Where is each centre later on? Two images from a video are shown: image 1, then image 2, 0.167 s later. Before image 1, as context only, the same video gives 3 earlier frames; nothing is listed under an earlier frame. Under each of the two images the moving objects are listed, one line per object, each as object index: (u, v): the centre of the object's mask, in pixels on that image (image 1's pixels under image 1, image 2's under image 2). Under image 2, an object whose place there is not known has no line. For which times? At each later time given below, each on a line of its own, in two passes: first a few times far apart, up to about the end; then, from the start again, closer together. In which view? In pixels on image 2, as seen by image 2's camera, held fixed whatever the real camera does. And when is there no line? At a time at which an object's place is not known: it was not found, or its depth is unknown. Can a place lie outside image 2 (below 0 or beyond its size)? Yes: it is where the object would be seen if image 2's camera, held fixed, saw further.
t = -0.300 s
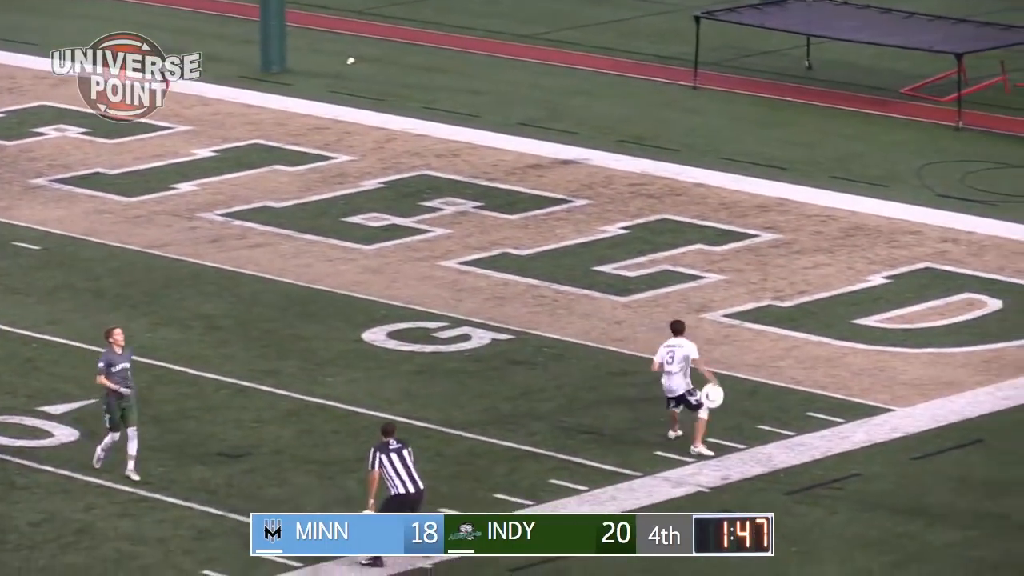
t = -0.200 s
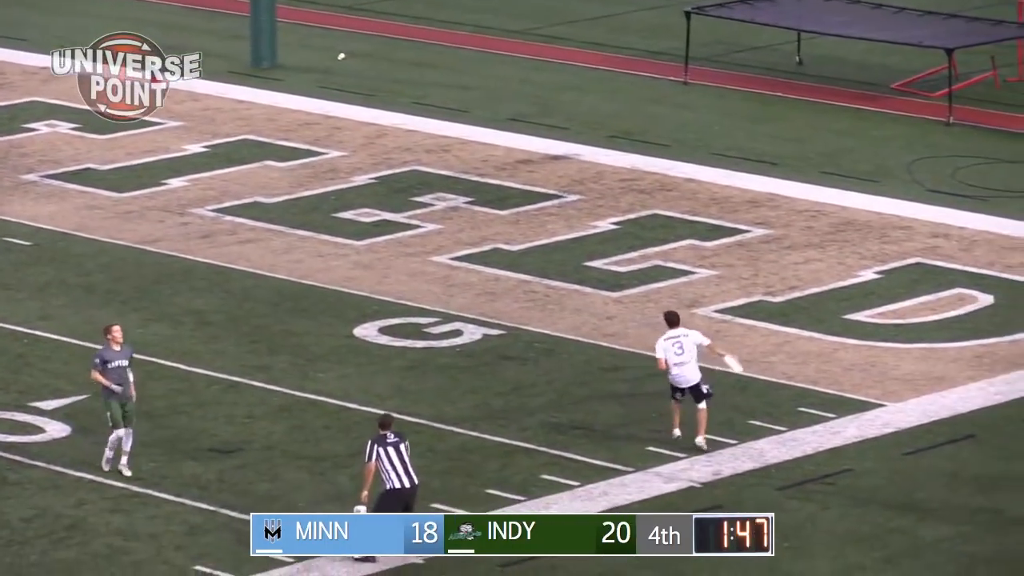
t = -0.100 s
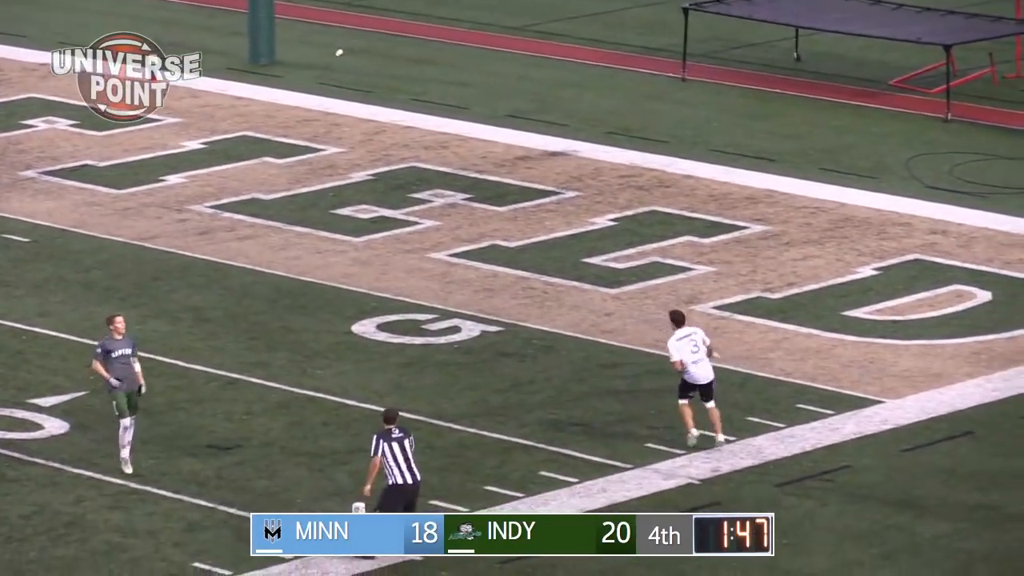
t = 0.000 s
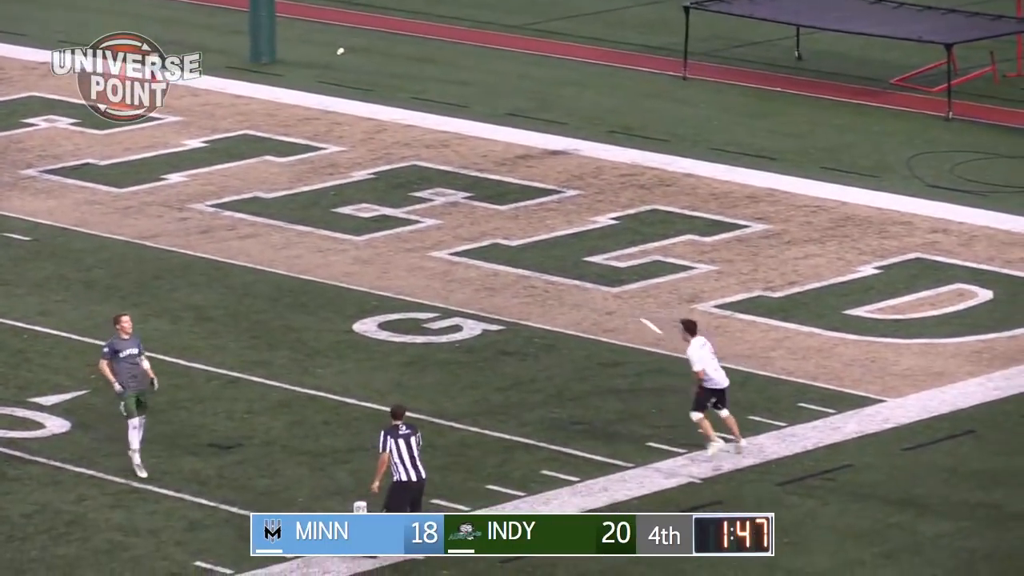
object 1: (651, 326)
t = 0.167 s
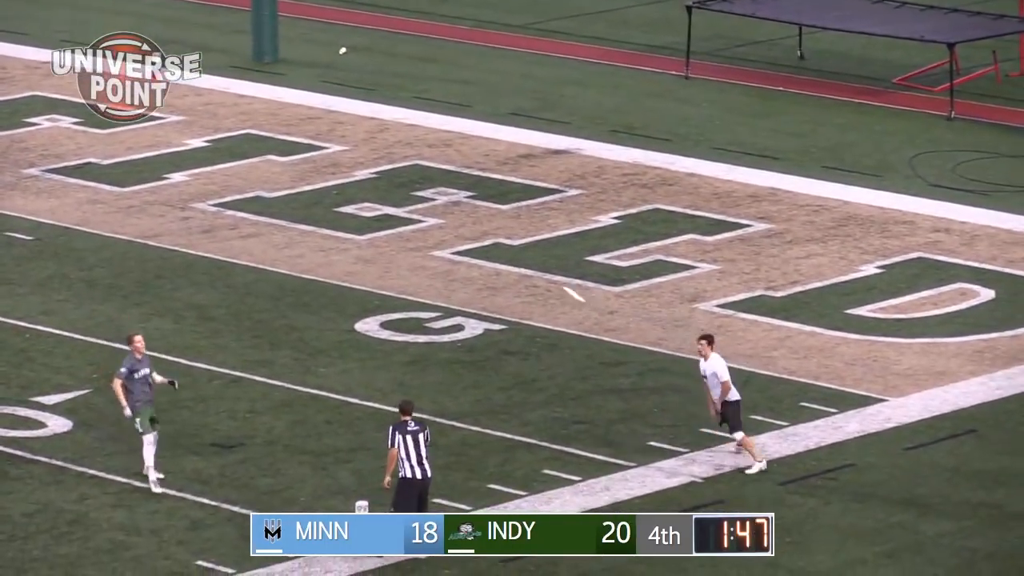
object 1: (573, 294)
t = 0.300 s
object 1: (522, 275)
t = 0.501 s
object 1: (461, 254)
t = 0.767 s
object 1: (410, 245)
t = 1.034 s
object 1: (387, 250)
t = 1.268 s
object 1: (386, 220)
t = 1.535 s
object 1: (398, 201)
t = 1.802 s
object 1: (424, 187)
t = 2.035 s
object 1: (440, 180)
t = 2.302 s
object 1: (436, 173)
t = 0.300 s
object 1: (522, 275)
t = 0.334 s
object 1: (511, 270)
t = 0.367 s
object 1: (500, 267)
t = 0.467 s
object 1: (469, 256)
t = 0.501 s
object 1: (461, 254)
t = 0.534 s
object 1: (453, 252)
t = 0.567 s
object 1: (445, 250)
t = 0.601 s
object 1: (439, 249)
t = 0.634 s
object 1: (432, 248)
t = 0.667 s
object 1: (426, 247)
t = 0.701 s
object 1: (421, 246)
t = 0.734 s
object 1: (415, 245)
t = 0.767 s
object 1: (410, 245)
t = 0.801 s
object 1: (406, 245)
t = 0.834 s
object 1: (402, 245)
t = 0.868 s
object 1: (398, 246)
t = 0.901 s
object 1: (395, 246)
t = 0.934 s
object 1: (392, 247)
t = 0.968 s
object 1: (390, 248)
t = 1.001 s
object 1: (388, 249)
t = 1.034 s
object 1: (387, 250)
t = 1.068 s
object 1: (386, 249)
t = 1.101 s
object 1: (385, 244)
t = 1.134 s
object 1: (384, 238)
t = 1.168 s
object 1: (384, 233)
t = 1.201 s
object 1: (384, 228)
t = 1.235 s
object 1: (385, 223)
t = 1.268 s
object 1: (386, 220)
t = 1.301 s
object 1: (387, 216)
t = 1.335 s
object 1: (387, 212)
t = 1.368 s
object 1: (389, 209)
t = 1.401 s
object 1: (390, 207)
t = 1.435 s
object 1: (392, 205)
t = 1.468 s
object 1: (394, 203)
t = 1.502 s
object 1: (396, 202)
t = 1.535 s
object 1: (398, 201)
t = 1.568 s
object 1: (401, 200)
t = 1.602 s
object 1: (404, 200)
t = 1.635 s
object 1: (407, 199)
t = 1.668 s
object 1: (411, 195)
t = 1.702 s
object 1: (414, 193)
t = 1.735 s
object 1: (418, 190)
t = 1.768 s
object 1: (421, 188)
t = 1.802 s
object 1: (424, 187)
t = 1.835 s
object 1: (428, 186)
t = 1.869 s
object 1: (431, 185)
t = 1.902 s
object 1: (434, 184)
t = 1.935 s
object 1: (436, 183)
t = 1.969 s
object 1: (437, 182)
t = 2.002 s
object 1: (439, 181)
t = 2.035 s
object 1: (440, 180)
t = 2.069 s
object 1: (439, 179)
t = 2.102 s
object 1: (439, 178)
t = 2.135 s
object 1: (439, 177)
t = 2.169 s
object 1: (438, 177)
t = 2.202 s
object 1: (438, 176)
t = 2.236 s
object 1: (437, 175)
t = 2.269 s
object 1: (437, 175)
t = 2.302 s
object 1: (436, 173)
